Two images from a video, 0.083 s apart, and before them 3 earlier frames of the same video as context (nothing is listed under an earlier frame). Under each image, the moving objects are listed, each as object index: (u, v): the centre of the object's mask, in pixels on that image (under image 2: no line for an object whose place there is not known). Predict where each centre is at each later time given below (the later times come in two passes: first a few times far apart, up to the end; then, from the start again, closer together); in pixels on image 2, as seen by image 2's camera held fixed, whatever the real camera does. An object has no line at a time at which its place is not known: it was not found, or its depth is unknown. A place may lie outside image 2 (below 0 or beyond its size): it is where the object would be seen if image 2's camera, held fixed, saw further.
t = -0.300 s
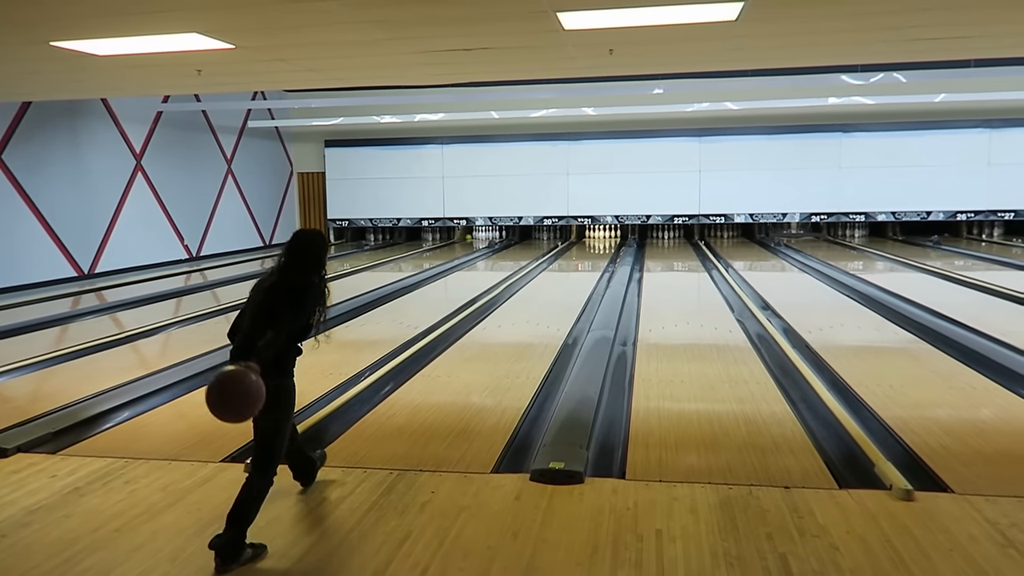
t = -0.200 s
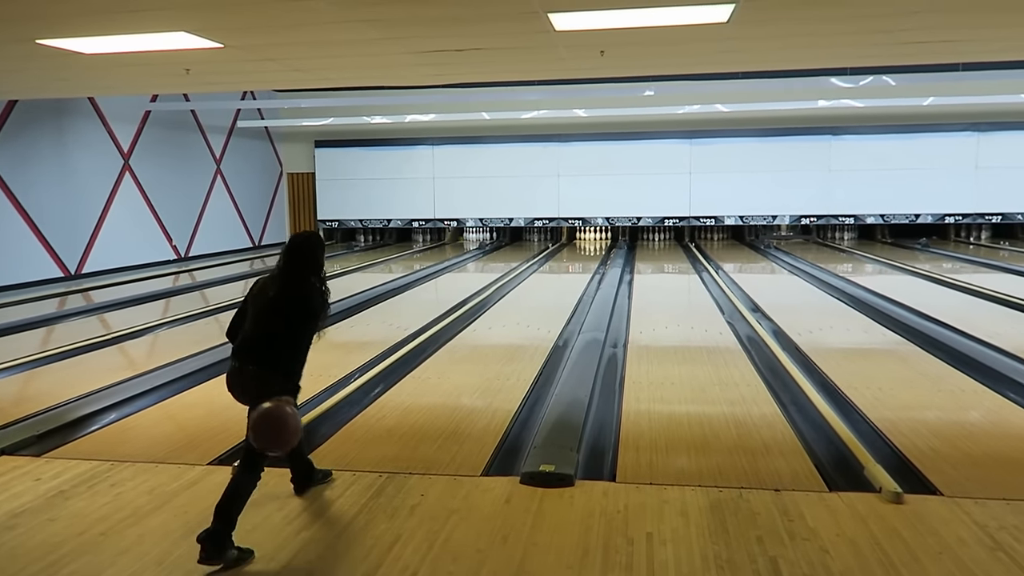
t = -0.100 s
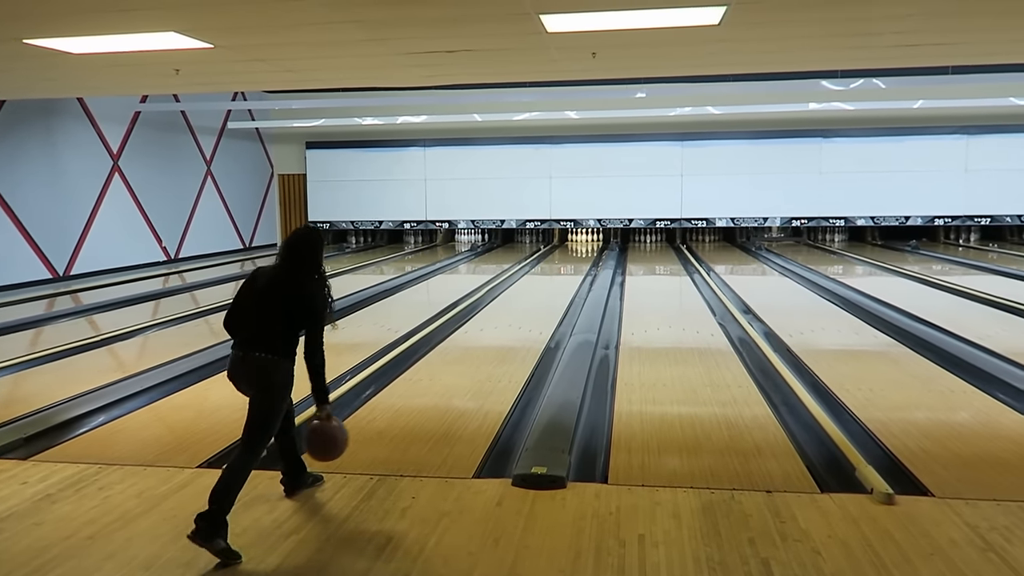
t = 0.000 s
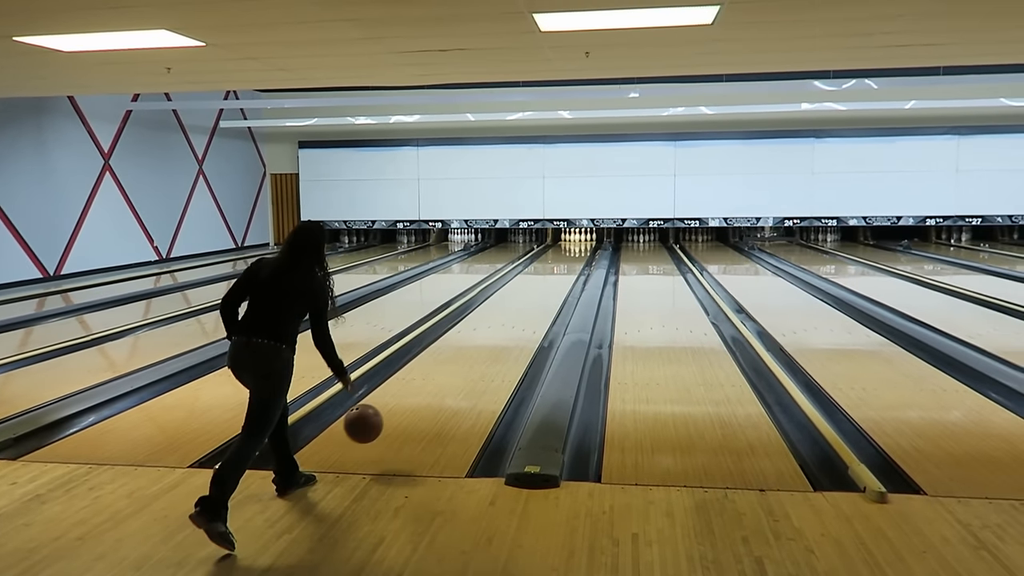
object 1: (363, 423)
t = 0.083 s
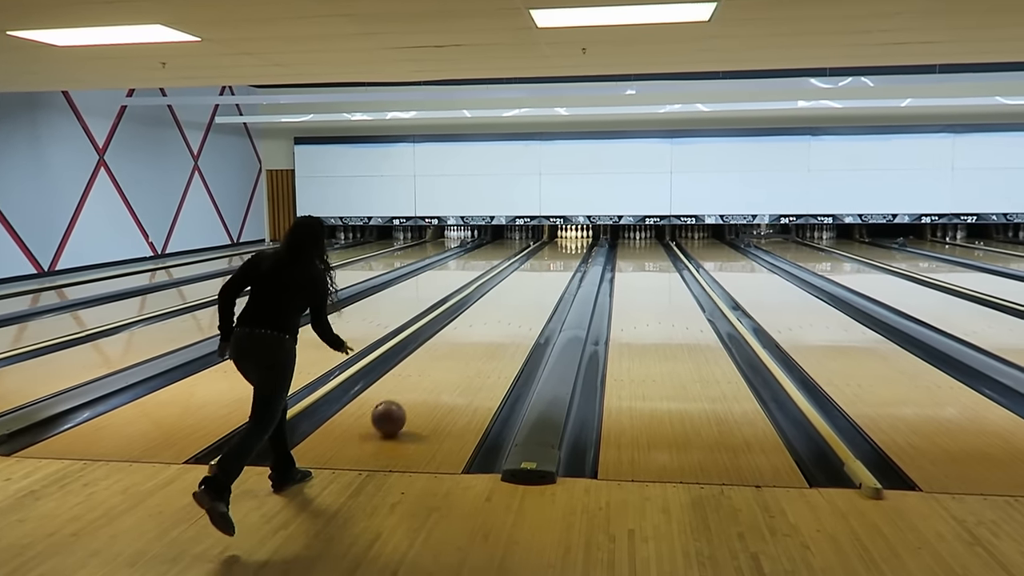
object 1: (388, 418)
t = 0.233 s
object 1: (425, 375)
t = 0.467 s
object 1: (465, 343)
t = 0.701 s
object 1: (491, 317)
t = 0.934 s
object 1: (509, 298)
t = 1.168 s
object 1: (523, 285)
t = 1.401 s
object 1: (534, 275)
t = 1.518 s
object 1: (538, 270)
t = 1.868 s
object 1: (549, 259)
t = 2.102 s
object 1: (554, 253)
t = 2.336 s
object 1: (558, 249)
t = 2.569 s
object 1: (561, 246)
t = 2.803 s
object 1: (564, 243)
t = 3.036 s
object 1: (567, 240)
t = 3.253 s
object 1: (568, 237)
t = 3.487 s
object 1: (564, 235)
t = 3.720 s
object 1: (553, 235)
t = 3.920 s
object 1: (553, 237)
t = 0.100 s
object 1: (393, 411)
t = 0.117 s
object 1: (397, 404)
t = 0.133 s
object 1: (402, 398)
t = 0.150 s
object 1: (406, 392)
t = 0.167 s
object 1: (411, 388)
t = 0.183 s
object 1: (414, 384)
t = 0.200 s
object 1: (418, 380)
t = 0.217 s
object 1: (422, 377)
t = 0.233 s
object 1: (425, 375)
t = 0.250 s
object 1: (429, 373)
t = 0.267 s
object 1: (432, 371)
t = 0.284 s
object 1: (436, 370)
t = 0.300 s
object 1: (439, 368)
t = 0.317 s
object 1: (442, 364)
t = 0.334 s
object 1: (445, 361)
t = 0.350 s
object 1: (448, 358)
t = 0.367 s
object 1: (450, 356)
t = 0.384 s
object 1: (453, 354)
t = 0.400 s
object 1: (455, 352)
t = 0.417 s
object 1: (458, 349)
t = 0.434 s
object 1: (460, 347)
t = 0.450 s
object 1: (463, 345)
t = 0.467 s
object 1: (465, 343)
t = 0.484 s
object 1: (467, 341)
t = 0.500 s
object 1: (469, 338)
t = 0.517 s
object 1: (472, 336)
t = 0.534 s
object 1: (473, 334)
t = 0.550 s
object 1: (475, 332)
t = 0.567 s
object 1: (477, 331)
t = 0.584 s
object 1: (479, 329)
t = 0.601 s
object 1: (481, 327)
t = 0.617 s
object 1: (483, 325)
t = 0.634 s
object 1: (484, 323)
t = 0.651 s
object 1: (486, 322)
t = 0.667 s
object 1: (488, 320)
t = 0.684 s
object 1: (489, 319)
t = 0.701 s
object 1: (491, 317)
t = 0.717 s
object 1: (492, 316)
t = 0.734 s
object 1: (494, 314)
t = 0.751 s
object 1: (495, 313)
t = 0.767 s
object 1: (497, 311)
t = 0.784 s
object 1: (498, 310)
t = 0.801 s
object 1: (499, 309)
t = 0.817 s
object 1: (501, 307)
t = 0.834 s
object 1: (502, 306)
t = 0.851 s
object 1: (503, 305)
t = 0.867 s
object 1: (505, 303)
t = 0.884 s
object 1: (506, 302)
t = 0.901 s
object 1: (507, 301)
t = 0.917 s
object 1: (508, 300)
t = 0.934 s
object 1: (509, 298)
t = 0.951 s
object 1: (510, 297)
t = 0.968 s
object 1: (511, 296)
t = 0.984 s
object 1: (513, 295)
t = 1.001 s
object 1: (514, 294)
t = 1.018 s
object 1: (515, 293)
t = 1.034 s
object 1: (516, 292)
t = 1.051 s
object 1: (517, 291)
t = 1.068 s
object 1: (518, 290)
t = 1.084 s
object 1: (519, 289)
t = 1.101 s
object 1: (520, 288)
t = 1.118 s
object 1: (521, 287)
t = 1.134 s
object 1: (521, 286)
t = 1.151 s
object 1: (522, 286)
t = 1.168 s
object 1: (523, 285)
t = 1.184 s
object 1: (524, 284)
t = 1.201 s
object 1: (525, 283)
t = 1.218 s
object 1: (526, 282)
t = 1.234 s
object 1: (527, 281)
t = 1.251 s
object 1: (527, 280)
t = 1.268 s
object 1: (528, 280)
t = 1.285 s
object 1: (529, 279)
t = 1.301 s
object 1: (530, 279)
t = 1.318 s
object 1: (530, 278)
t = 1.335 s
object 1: (531, 277)
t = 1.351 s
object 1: (532, 276)
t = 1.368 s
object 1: (533, 276)
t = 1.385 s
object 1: (533, 275)
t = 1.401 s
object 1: (534, 275)
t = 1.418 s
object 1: (534, 274)
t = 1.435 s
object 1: (535, 273)
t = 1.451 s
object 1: (536, 273)
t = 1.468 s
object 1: (536, 272)
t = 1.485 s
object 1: (537, 271)
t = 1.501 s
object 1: (538, 271)
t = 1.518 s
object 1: (538, 270)
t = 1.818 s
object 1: (548, 260)
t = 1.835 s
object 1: (548, 260)
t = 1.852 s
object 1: (549, 260)
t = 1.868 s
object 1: (549, 259)
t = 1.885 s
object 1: (549, 259)
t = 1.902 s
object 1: (550, 258)
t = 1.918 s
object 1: (550, 258)
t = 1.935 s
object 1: (551, 257)
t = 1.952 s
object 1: (551, 257)
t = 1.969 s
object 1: (551, 257)
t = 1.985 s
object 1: (552, 256)
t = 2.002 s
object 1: (552, 256)
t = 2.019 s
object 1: (552, 256)
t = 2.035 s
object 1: (553, 255)
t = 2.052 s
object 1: (553, 254)
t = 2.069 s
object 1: (553, 254)
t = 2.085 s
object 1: (554, 254)
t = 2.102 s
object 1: (554, 253)
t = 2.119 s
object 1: (554, 253)
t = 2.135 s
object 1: (554, 253)
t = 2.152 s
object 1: (555, 253)
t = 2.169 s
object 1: (555, 252)
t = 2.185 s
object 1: (555, 252)
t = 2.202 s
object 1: (555, 251)
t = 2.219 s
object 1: (556, 251)
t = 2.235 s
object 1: (556, 251)
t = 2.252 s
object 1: (557, 250)
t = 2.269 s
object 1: (557, 250)
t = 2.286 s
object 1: (557, 250)
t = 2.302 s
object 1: (558, 250)
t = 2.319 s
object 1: (558, 249)
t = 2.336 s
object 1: (558, 249)
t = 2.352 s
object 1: (558, 249)
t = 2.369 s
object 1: (558, 248)
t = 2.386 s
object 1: (558, 248)
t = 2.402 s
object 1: (558, 248)
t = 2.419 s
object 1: (559, 248)
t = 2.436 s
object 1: (559, 248)
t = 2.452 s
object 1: (559, 247)
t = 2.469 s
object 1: (559, 247)
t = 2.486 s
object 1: (560, 247)
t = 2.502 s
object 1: (560, 246)
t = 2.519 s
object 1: (560, 246)
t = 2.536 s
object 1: (561, 246)
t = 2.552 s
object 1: (561, 246)
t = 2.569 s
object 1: (561, 246)
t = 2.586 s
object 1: (561, 245)
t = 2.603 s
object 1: (561, 245)
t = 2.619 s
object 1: (561, 245)
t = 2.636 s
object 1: (562, 245)
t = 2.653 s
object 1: (562, 245)
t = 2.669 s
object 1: (562, 245)
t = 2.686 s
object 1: (562, 244)
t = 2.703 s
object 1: (563, 244)
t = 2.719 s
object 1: (563, 243)
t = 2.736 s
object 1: (563, 243)
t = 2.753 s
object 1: (563, 243)
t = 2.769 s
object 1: (564, 243)
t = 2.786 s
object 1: (564, 243)
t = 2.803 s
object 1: (564, 243)
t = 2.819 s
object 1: (564, 242)
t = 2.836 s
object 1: (564, 242)
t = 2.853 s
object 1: (564, 242)
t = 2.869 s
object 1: (564, 242)
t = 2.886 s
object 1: (565, 242)
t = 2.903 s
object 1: (565, 241)
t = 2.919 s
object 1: (565, 241)
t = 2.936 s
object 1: (565, 241)
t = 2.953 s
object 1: (566, 241)
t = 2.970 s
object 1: (566, 241)
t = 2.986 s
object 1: (566, 241)
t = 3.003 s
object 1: (566, 240)
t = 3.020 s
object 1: (566, 240)
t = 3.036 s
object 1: (567, 240)
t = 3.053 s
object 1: (567, 240)
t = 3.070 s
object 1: (567, 239)
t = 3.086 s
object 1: (567, 239)
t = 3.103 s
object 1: (567, 239)
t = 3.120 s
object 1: (567, 239)
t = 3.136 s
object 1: (567, 238)
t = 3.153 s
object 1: (567, 238)
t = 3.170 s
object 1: (567, 238)
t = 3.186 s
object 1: (568, 238)
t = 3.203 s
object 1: (568, 238)
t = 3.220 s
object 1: (568, 237)
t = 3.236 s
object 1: (568, 237)
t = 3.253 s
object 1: (568, 237)
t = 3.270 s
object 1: (568, 237)
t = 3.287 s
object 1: (568, 237)
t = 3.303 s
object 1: (569, 237)
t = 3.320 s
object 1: (569, 237)
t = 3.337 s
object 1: (568, 237)
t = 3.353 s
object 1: (568, 237)
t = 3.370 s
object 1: (568, 237)
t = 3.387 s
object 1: (568, 237)
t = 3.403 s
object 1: (567, 237)
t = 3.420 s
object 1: (566, 236)
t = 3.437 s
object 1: (565, 235)
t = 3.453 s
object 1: (565, 235)
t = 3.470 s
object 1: (564, 235)
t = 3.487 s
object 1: (564, 235)
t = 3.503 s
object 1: (563, 235)
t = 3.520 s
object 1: (562, 235)
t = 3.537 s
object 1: (562, 235)
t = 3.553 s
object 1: (561, 235)
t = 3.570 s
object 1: (560, 235)
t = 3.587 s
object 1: (560, 235)
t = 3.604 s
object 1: (559, 235)
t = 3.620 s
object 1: (558, 235)
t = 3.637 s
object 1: (558, 235)
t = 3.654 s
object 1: (557, 235)
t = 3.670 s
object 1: (557, 235)
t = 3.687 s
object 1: (556, 235)
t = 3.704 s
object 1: (555, 235)
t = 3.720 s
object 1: (553, 235)
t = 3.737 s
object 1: (553, 236)
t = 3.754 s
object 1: (552, 236)
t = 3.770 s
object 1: (552, 236)
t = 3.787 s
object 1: (552, 236)
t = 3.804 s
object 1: (552, 237)
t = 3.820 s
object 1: (552, 237)
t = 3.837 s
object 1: (552, 237)
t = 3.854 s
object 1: (552, 237)
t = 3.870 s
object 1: (553, 237)
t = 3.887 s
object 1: (553, 237)
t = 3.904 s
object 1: (553, 237)
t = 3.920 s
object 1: (553, 237)
